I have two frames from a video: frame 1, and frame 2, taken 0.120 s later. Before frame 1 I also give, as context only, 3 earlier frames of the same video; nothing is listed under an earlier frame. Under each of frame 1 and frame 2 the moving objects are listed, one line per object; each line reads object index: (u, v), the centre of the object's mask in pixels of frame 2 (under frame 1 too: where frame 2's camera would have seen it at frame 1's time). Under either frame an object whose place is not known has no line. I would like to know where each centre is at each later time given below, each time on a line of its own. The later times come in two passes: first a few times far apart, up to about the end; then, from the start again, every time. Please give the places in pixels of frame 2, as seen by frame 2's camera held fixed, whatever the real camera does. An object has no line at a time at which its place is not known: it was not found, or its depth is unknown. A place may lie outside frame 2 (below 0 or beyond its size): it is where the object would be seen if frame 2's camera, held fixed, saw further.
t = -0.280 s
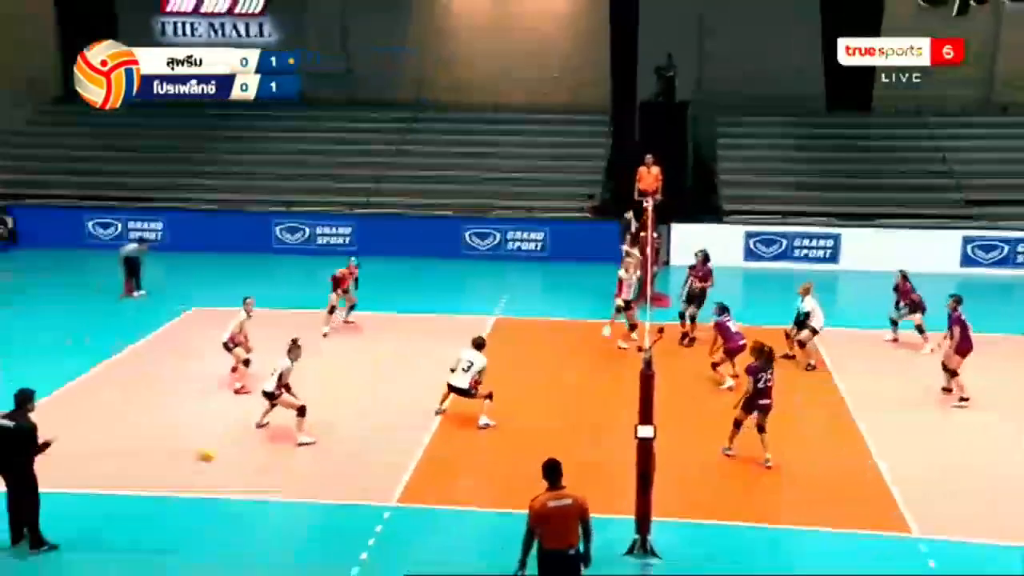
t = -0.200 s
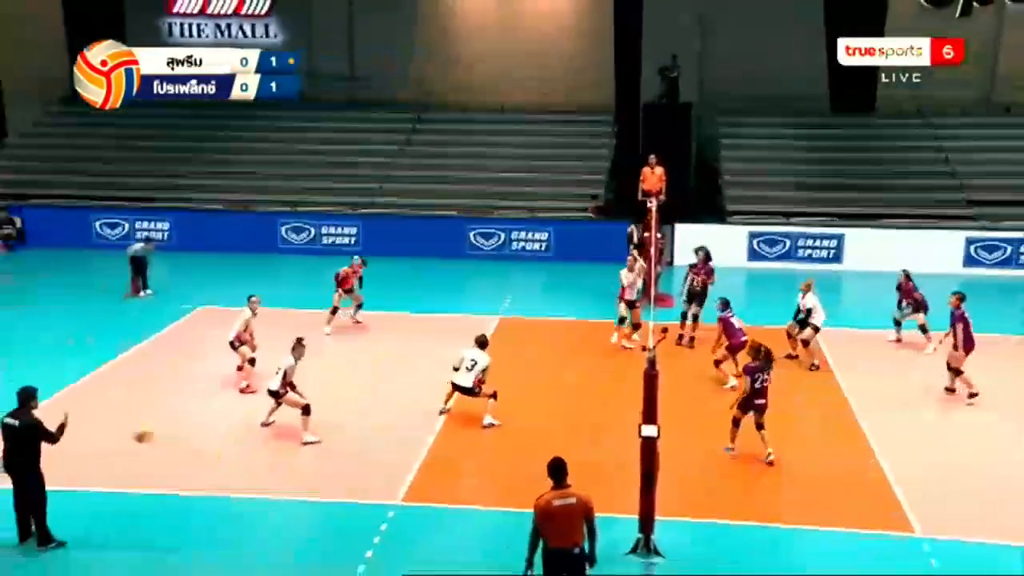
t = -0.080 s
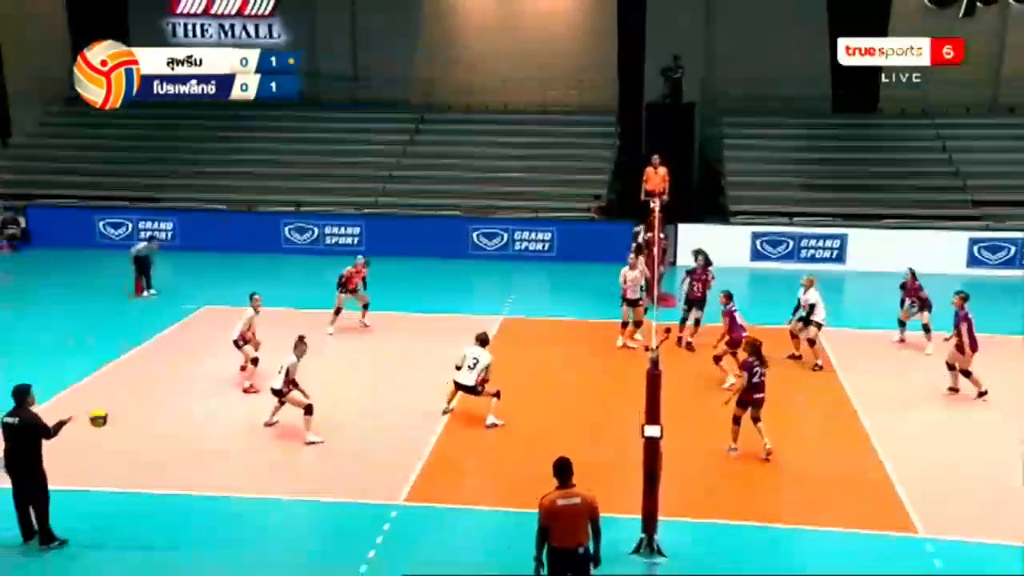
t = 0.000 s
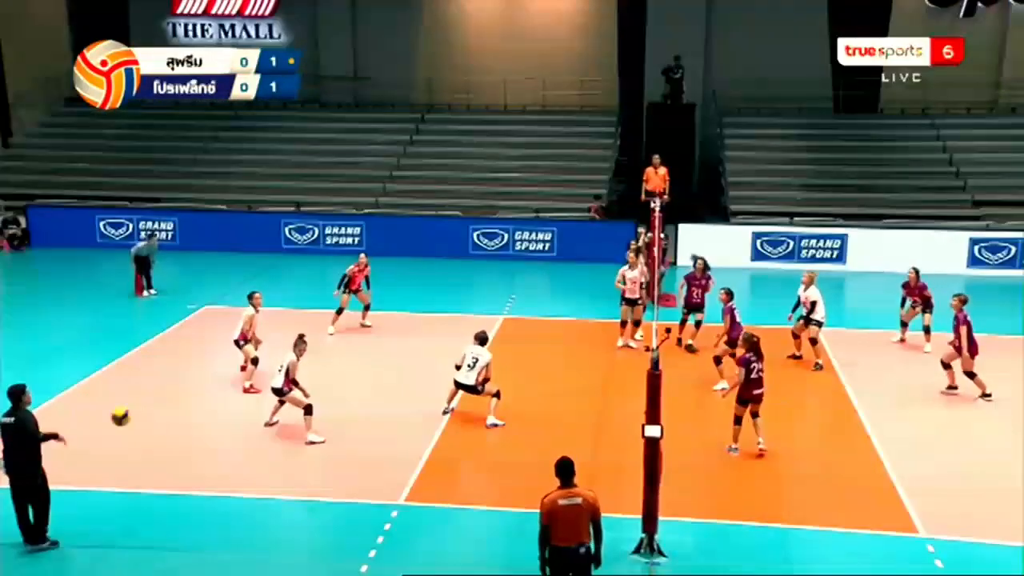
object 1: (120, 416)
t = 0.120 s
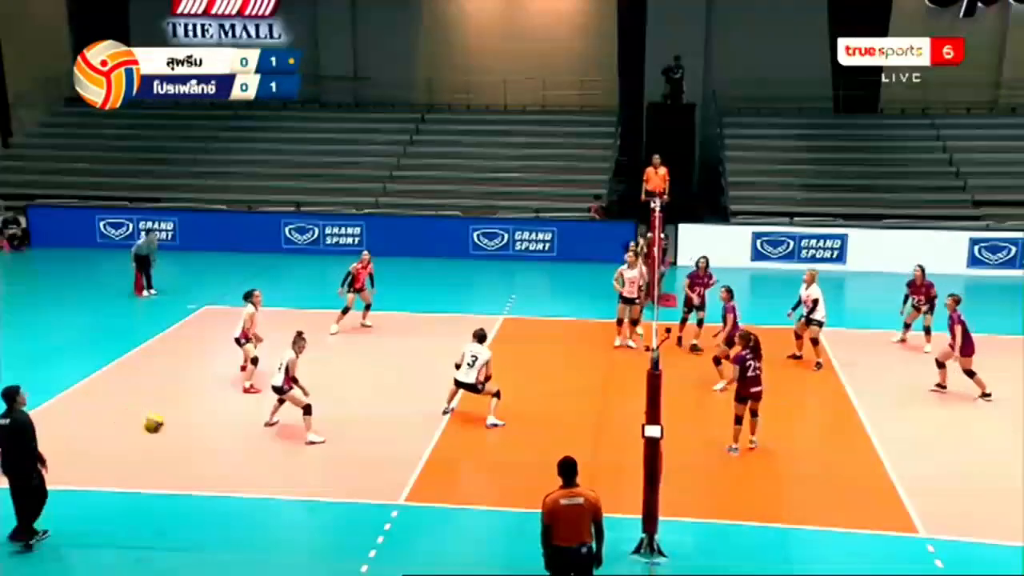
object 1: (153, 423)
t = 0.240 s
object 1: (186, 445)
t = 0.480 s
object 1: (253, 518)
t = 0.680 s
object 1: (274, 510)
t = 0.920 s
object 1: (283, 491)
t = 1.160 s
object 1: (294, 522)
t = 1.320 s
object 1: (303, 569)
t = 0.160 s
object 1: (165, 430)
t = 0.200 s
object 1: (175, 436)
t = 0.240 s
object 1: (186, 445)
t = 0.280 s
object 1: (197, 453)
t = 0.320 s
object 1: (209, 463)
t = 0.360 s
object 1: (220, 476)
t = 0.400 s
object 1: (230, 488)
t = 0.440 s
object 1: (241, 504)
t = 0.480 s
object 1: (253, 518)
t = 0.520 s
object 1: (264, 536)
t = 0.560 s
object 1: (270, 538)
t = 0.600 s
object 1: (271, 528)
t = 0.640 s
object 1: (273, 518)
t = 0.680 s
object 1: (274, 510)
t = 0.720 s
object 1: (275, 504)
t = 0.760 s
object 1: (276, 499)
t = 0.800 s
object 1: (278, 494)
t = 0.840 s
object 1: (279, 492)
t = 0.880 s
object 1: (281, 490)
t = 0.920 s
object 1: (283, 491)
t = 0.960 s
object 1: (285, 492)
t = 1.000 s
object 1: (286, 496)
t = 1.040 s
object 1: (288, 499)
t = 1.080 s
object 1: (290, 506)
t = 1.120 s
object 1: (293, 513)
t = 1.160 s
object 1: (294, 522)
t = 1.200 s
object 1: (297, 532)
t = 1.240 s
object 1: (299, 544)
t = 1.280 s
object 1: (301, 557)
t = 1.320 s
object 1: (303, 569)
